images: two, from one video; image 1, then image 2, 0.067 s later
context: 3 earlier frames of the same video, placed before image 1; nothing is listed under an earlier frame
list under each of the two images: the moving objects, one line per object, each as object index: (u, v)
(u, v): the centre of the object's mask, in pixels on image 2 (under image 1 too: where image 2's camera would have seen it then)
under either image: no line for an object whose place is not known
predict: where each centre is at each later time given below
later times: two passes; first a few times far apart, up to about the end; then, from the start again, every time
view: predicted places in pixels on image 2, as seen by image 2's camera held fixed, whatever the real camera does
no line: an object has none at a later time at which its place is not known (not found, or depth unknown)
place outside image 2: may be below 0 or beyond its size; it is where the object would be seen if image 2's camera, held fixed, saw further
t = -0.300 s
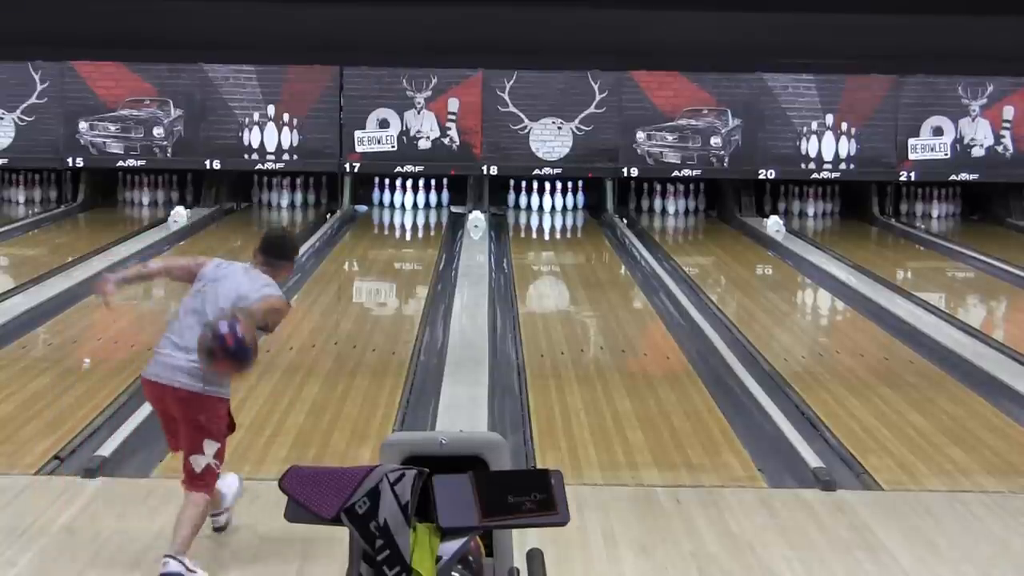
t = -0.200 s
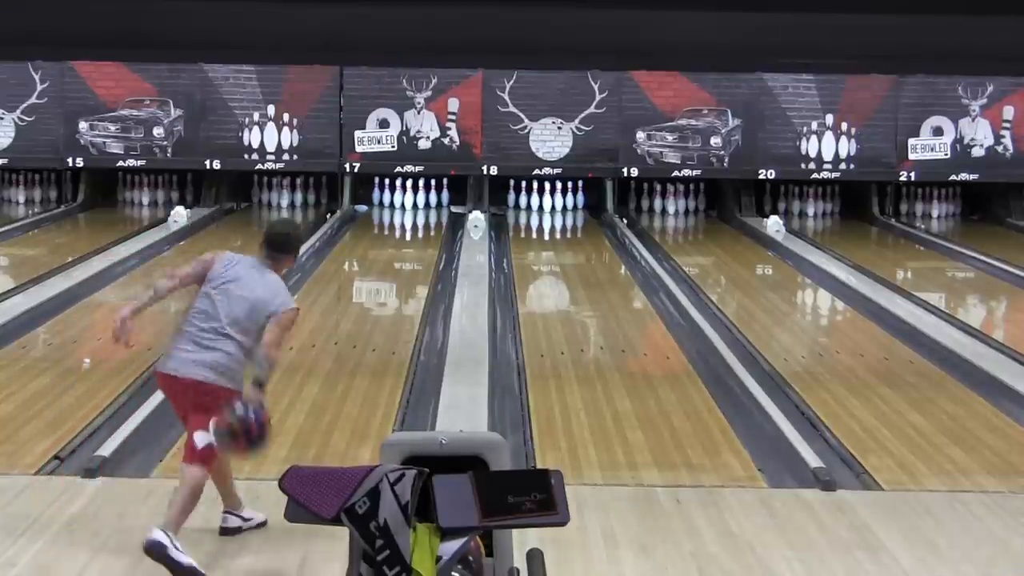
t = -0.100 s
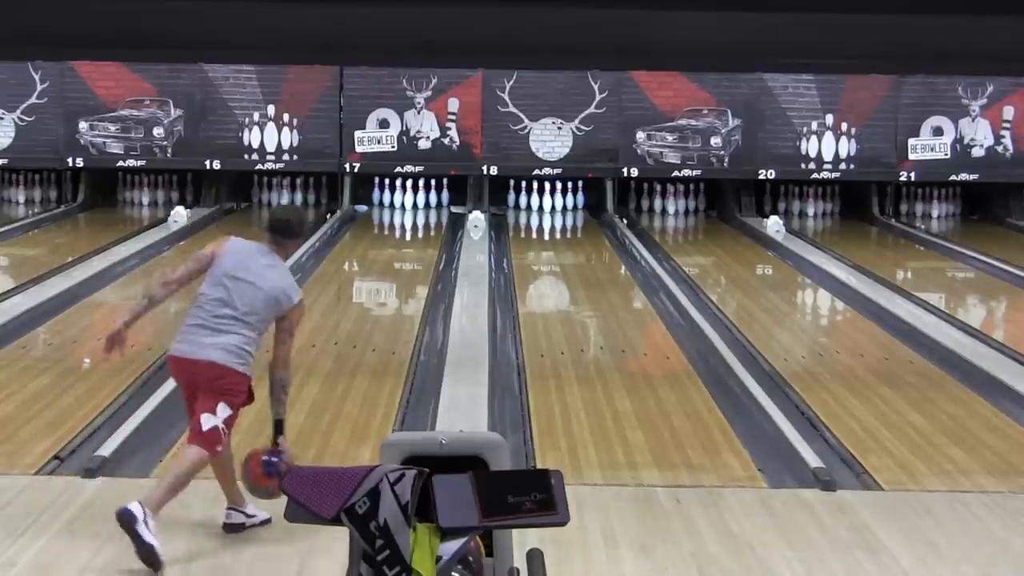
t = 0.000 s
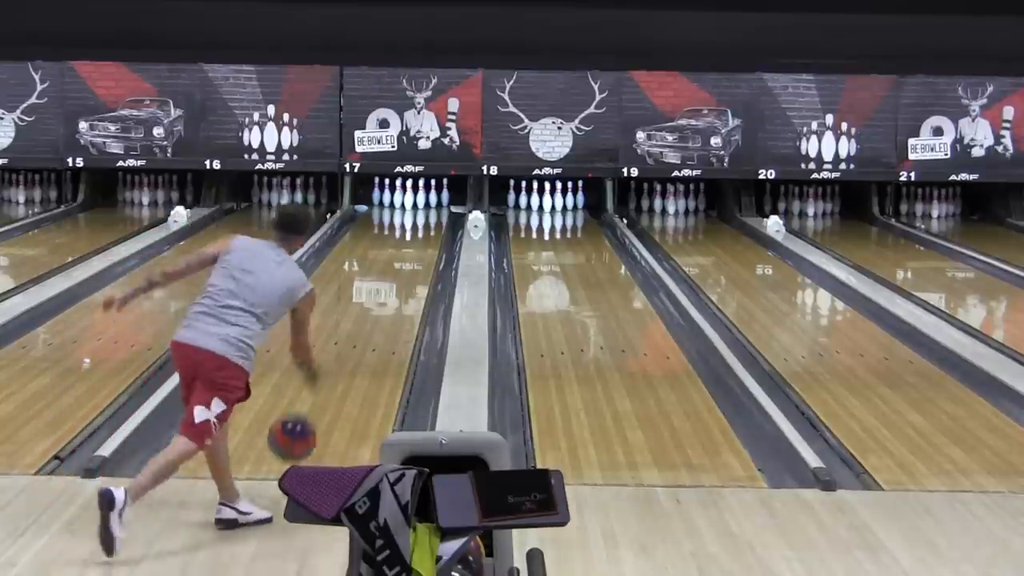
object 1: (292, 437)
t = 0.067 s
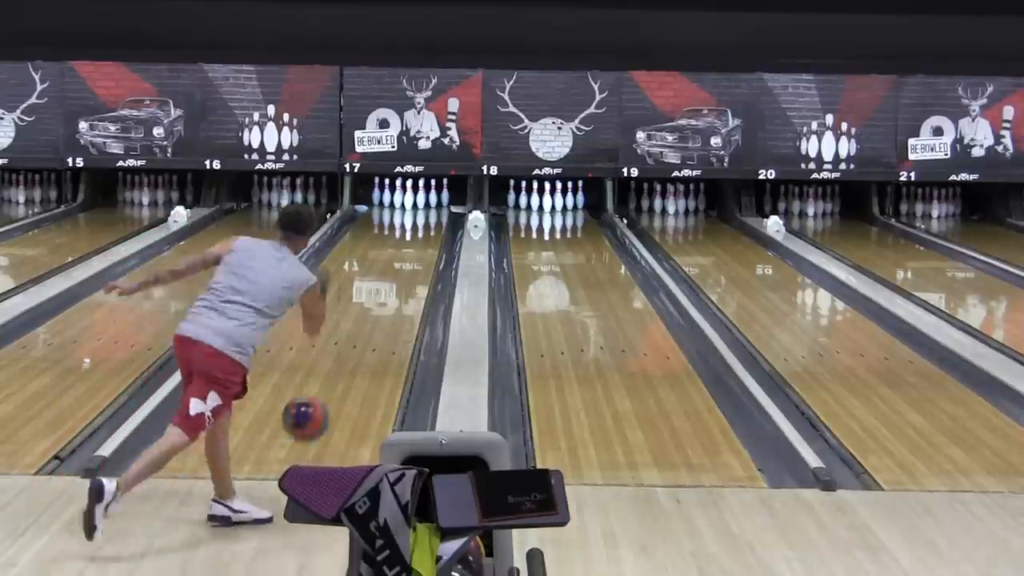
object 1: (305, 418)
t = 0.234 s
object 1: (333, 410)
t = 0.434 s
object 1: (358, 368)
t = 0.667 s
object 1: (380, 330)
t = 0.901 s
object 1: (396, 300)
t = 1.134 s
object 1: (409, 279)
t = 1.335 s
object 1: (416, 262)
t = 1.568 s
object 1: (424, 246)
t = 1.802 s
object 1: (427, 233)
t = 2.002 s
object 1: (429, 225)
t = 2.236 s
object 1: (428, 216)
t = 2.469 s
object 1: (426, 208)
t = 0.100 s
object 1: (311, 413)
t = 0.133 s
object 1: (317, 411)
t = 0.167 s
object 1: (322, 410)
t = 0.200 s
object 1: (328, 411)
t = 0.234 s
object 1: (333, 410)
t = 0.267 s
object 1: (338, 402)
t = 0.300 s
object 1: (342, 394)
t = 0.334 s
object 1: (346, 388)
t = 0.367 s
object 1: (350, 381)
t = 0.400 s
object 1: (355, 375)
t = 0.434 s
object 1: (358, 368)
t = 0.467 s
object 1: (362, 361)
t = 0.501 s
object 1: (365, 355)
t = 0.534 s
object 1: (368, 350)
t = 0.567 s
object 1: (371, 344)
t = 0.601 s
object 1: (374, 339)
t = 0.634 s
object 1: (377, 335)
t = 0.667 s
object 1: (380, 330)
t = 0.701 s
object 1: (383, 325)
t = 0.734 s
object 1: (386, 321)
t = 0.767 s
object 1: (388, 316)
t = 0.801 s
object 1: (390, 313)
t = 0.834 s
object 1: (392, 308)
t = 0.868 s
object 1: (394, 305)
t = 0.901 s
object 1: (396, 300)
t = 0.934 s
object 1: (398, 297)
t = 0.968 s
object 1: (400, 294)
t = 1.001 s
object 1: (402, 290)
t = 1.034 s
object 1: (403, 288)
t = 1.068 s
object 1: (405, 285)
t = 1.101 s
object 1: (408, 281)
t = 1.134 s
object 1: (409, 279)
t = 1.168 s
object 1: (410, 275)
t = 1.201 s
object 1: (411, 272)
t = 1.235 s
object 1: (412, 269)
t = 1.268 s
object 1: (413, 267)
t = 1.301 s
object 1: (415, 264)
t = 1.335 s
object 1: (416, 262)
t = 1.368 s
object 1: (417, 260)
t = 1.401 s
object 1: (418, 257)
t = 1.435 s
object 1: (420, 254)
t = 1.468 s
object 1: (420, 253)
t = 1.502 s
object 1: (421, 251)
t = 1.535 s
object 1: (423, 249)
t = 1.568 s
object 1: (424, 246)
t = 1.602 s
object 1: (424, 244)
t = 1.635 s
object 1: (424, 242)
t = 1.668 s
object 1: (425, 240)
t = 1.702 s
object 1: (426, 239)
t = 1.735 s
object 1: (426, 237)
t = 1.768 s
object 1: (427, 235)
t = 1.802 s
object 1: (427, 233)
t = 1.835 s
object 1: (427, 232)
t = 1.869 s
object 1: (428, 230)
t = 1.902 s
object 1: (428, 229)
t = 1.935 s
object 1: (428, 227)
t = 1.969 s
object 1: (430, 225)
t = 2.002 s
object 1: (429, 225)
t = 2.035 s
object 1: (429, 223)
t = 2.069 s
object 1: (429, 222)
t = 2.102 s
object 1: (429, 220)
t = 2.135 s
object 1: (429, 219)
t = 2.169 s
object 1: (429, 218)
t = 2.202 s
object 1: (430, 217)
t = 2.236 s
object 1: (428, 216)
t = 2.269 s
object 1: (428, 215)
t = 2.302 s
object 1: (428, 214)
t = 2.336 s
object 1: (428, 212)
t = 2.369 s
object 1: (427, 211)
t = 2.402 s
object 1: (427, 210)
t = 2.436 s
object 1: (426, 209)
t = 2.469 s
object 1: (426, 208)
